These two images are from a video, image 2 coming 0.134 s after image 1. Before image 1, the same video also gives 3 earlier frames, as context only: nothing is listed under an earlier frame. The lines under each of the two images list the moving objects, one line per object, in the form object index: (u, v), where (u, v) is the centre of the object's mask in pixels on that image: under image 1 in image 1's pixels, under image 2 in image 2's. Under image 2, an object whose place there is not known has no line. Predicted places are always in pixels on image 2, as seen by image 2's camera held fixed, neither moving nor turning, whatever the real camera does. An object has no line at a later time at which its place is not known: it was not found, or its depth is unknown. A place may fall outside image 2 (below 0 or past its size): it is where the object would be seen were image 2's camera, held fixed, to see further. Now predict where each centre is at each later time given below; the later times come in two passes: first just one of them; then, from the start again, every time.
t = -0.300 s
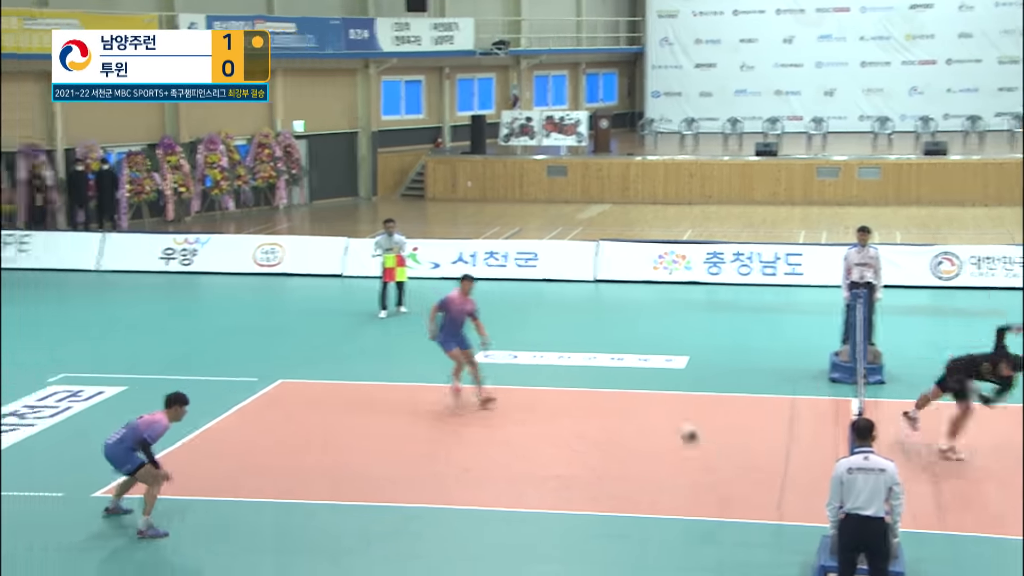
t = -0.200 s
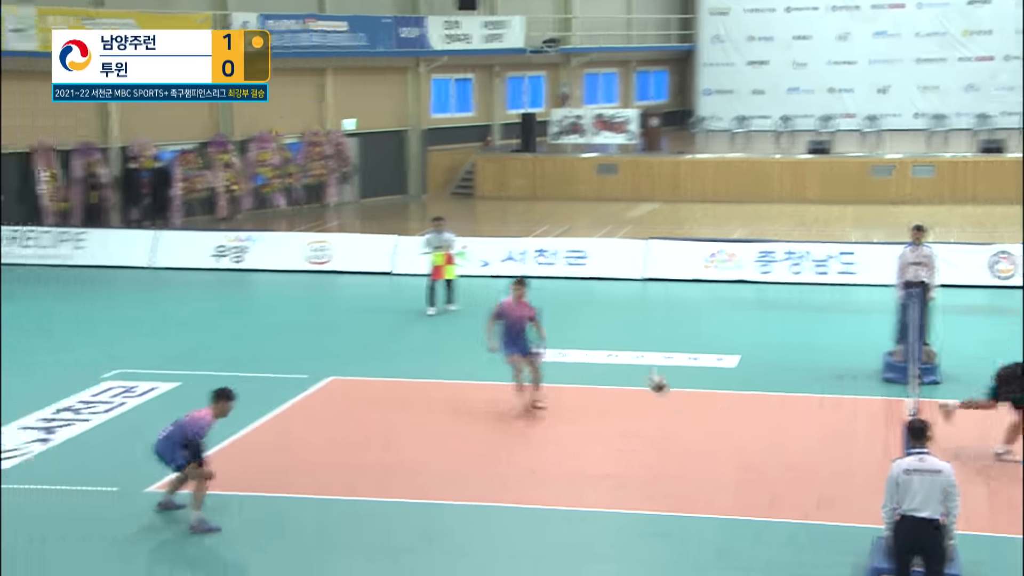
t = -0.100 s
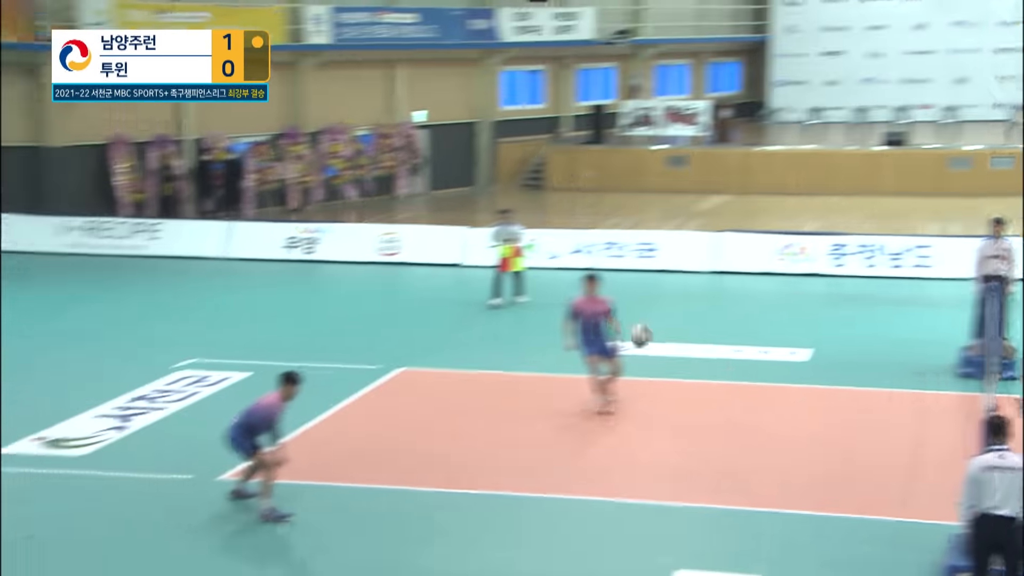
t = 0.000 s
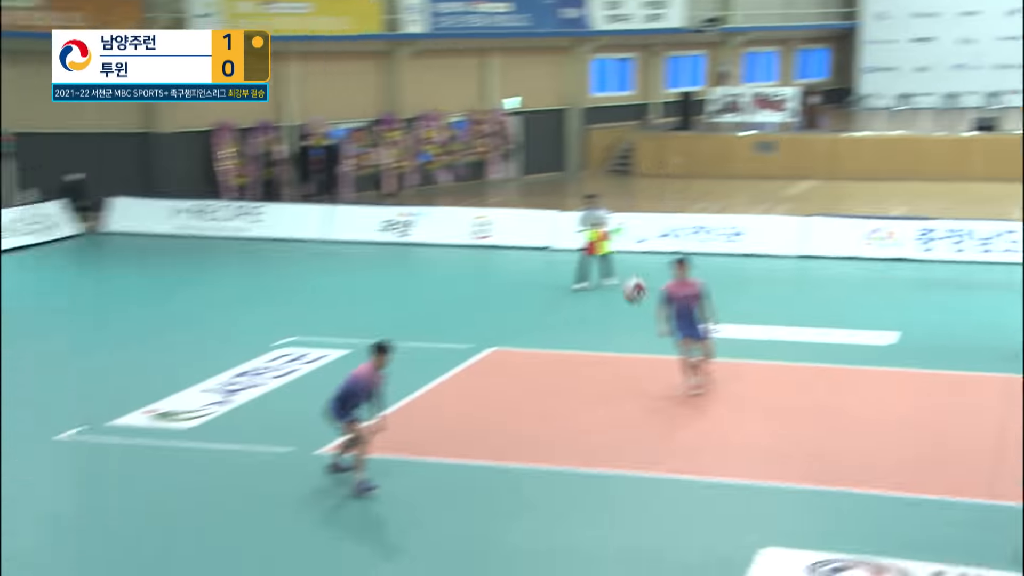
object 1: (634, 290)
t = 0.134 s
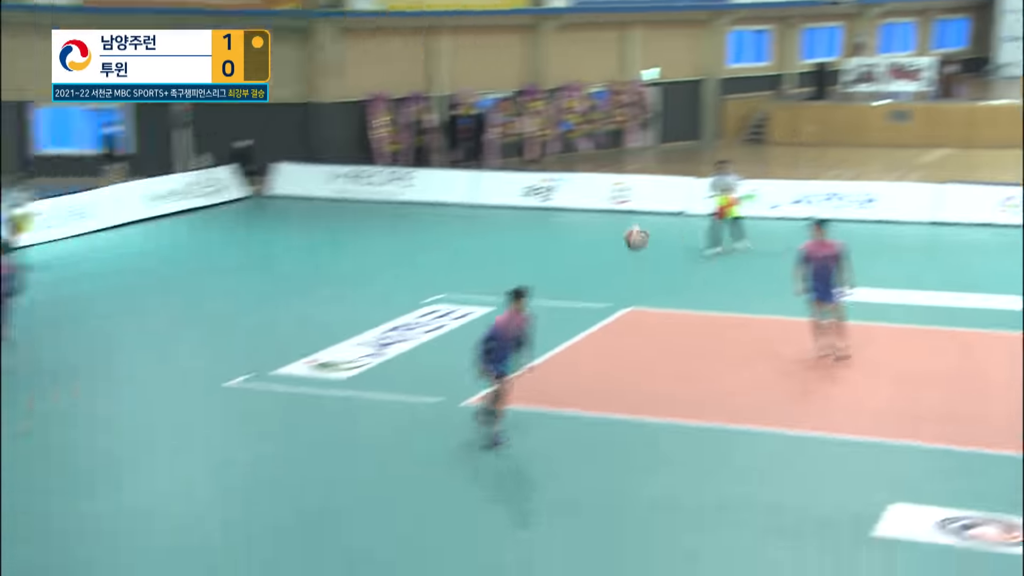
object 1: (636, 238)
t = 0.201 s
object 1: (566, 241)
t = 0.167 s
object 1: (602, 238)
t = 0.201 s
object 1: (566, 241)
